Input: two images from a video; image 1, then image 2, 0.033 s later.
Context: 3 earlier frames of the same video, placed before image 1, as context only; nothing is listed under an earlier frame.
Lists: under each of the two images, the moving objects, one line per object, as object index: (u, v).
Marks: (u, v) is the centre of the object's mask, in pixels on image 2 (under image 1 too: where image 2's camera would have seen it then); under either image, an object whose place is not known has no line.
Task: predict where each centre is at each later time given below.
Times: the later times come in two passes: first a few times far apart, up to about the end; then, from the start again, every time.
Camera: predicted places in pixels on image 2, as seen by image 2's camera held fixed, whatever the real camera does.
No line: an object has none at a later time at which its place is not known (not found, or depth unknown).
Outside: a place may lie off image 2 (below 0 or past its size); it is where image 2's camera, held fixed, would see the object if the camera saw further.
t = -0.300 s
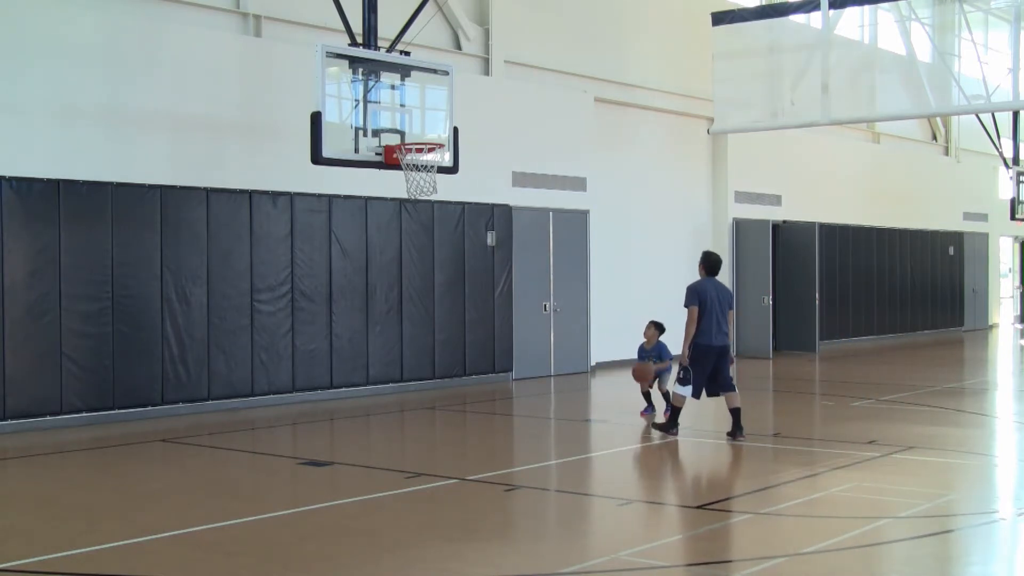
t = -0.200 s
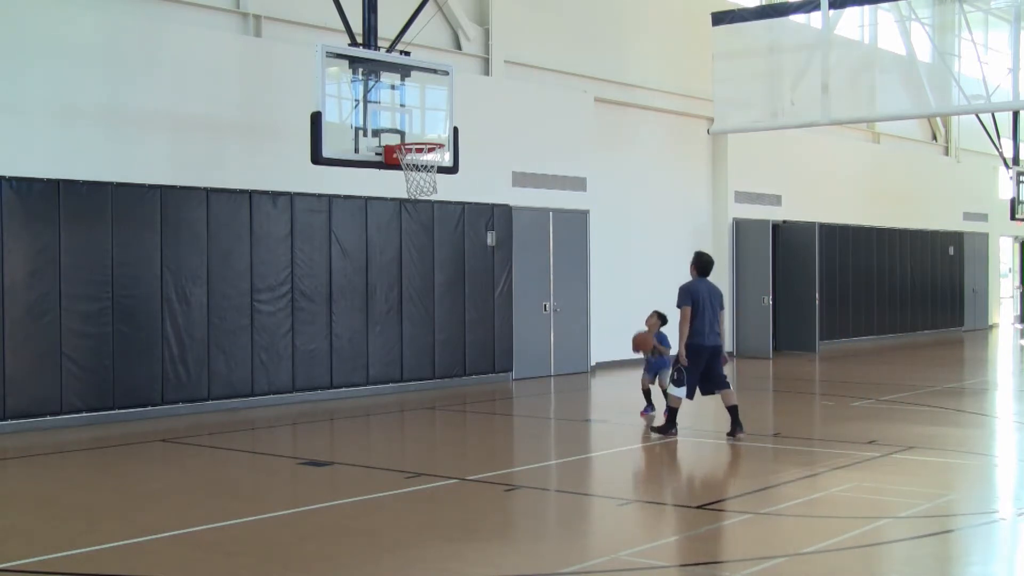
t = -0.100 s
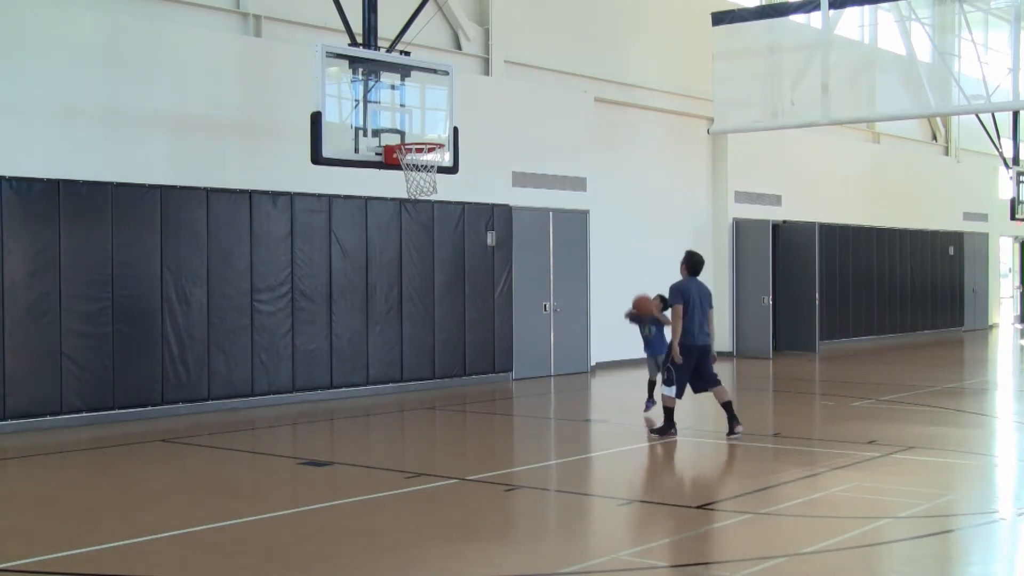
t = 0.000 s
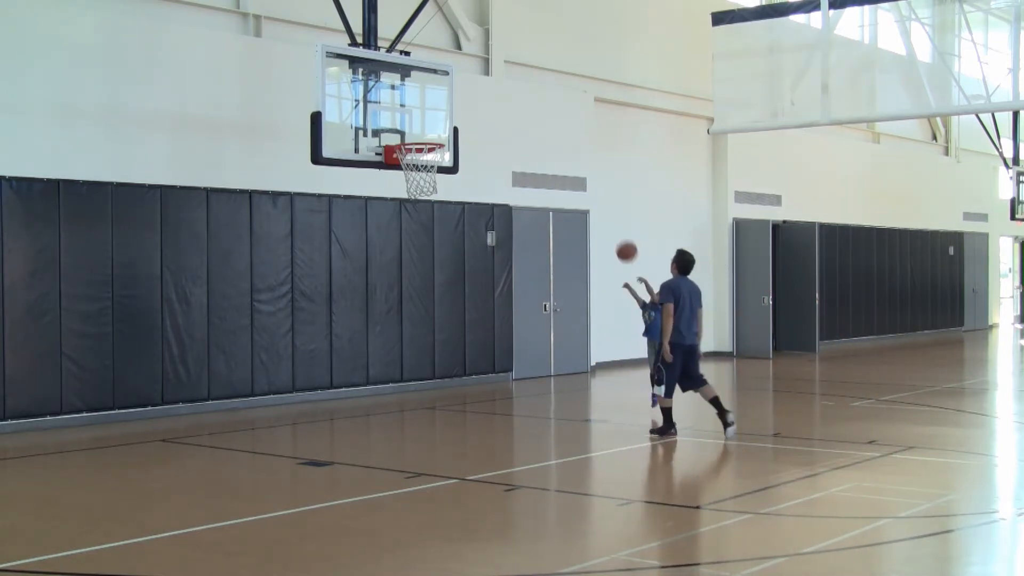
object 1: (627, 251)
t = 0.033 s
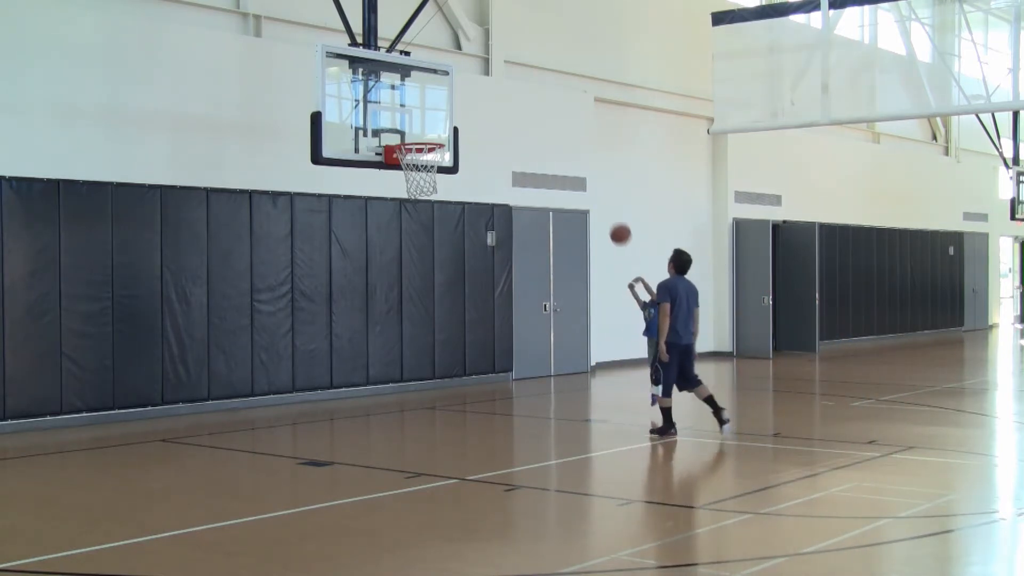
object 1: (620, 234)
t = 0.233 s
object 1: (582, 149)
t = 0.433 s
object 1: (542, 100)
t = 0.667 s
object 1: (495, 89)
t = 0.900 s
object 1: (447, 132)
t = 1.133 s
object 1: (464, 112)
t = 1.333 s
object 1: (484, 127)
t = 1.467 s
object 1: (497, 158)
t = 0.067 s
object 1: (614, 217)
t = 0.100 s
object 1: (608, 202)
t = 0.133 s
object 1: (601, 187)
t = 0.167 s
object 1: (595, 174)
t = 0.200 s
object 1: (588, 161)
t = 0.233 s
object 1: (582, 149)
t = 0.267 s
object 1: (575, 138)
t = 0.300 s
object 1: (569, 129)
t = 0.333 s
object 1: (562, 120)
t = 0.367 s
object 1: (555, 112)
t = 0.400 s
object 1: (549, 106)
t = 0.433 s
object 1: (542, 100)
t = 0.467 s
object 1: (535, 95)
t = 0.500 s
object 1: (529, 92)
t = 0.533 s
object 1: (522, 89)
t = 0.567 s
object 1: (515, 87)
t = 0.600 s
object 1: (508, 87)
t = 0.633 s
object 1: (501, 87)
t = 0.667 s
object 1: (495, 89)
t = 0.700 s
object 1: (488, 91)
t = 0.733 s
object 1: (481, 95)
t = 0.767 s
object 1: (474, 100)
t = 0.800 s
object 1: (467, 106)
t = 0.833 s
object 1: (460, 113)
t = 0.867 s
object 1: (453, 122)
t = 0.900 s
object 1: (447, 132)
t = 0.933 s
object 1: (444, 135)
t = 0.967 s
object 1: (447, 129)
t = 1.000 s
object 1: (451, 123)
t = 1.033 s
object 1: (454, 119)
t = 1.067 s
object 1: (457, 115)
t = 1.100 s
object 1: (461, 113)
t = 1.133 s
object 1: (464, 112)
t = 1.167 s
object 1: (467, 112)
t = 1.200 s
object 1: (471, 113)
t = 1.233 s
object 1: (474, 115)
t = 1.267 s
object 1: (478, 118)
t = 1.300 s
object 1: (481, 122)
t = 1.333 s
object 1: (484, 127)
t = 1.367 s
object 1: (487, 133)
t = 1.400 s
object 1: (491, 140)
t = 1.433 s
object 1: (494, 149)
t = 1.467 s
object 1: (497, 158)
